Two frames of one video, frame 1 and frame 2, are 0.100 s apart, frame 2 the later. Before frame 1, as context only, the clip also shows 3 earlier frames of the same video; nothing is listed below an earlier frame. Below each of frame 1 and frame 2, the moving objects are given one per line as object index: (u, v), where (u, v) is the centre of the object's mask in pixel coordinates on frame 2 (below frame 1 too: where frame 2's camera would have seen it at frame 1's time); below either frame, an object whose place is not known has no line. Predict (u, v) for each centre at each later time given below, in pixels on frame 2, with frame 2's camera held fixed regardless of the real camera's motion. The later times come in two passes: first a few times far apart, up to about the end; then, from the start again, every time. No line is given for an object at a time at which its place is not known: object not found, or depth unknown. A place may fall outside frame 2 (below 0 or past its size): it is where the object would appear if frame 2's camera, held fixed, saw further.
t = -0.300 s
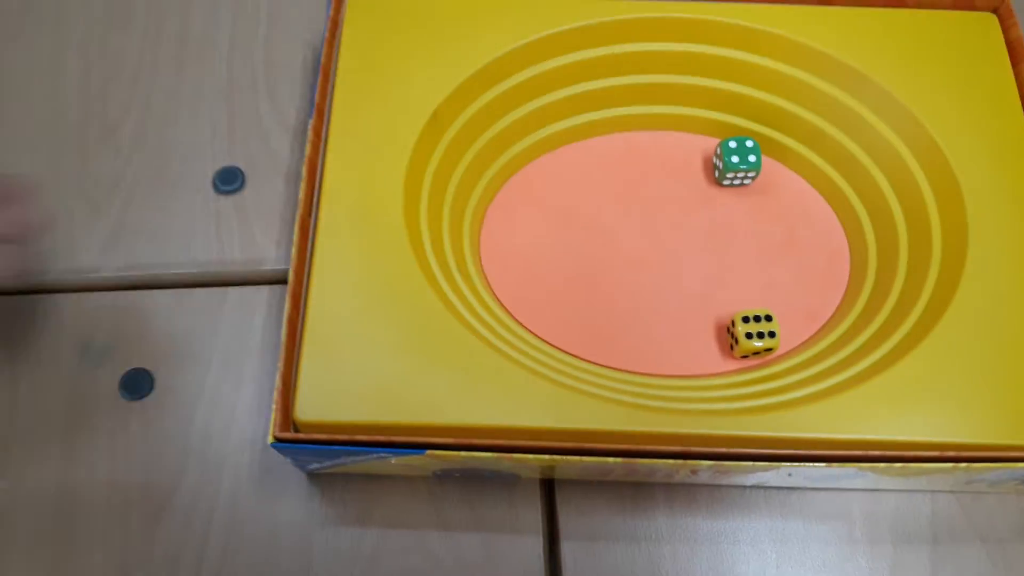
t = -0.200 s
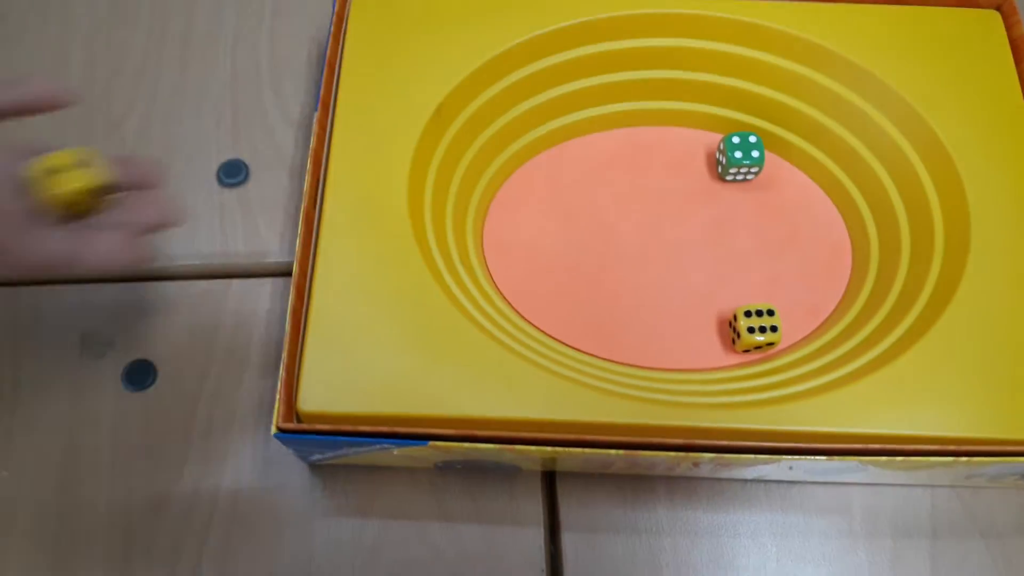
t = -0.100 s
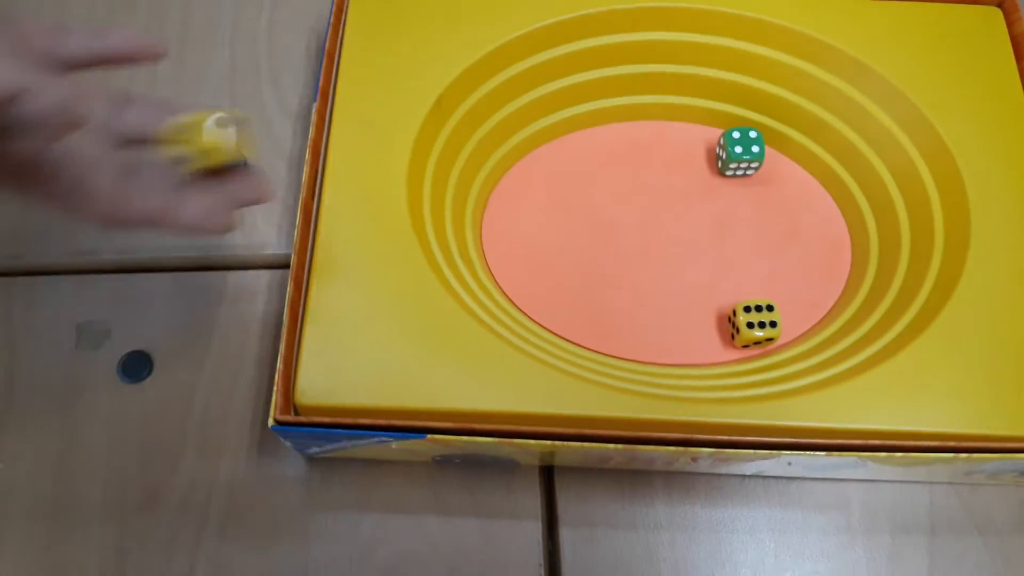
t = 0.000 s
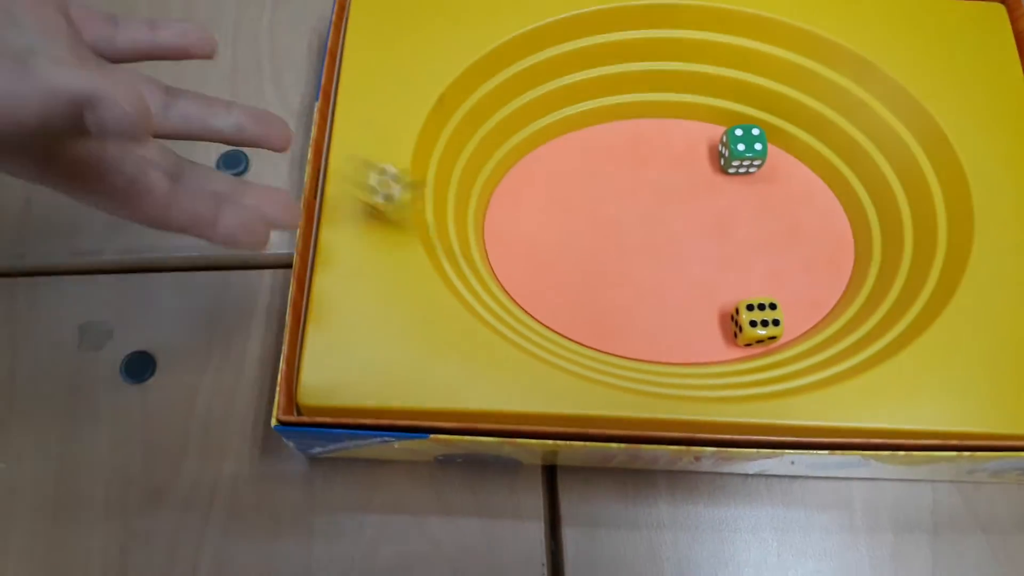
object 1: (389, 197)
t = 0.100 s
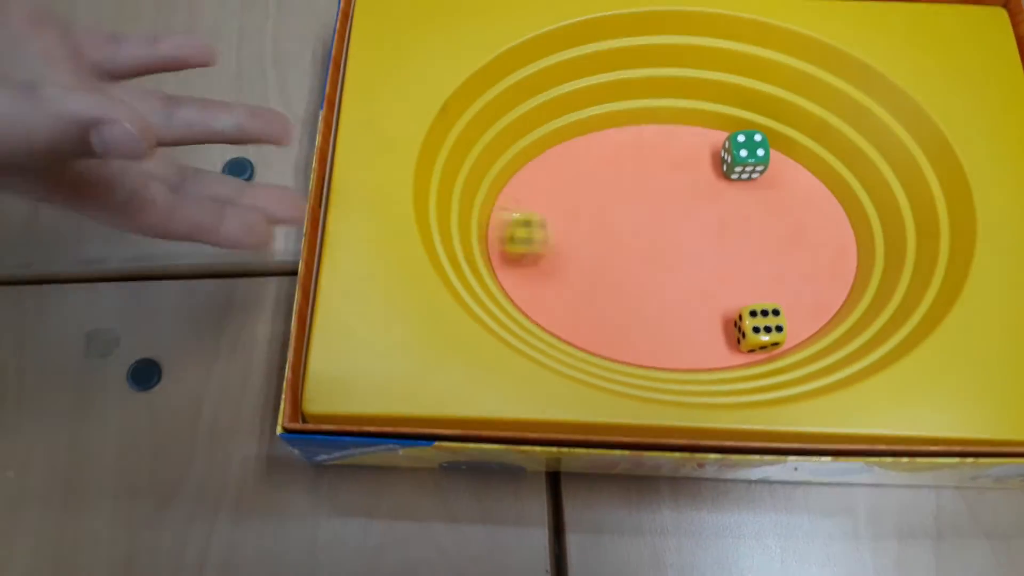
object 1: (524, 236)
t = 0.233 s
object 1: (527, 182)
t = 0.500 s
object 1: (623, 128)
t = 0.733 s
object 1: (671, 122)
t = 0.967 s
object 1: (667, 123)
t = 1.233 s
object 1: (666, 124)
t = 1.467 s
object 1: (667, 123)
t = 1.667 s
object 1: (668, 124)
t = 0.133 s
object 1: (528, 222)
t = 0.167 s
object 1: (526, 204)
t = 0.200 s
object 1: (526, 198)
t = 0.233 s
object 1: (527, 182)
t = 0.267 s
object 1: (535, 167)
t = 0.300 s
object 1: (542, 160)
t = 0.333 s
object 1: (557, 153)
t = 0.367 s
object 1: (568, 147)
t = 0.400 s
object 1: (582, 141)
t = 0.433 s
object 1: (595, 135)
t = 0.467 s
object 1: (608, 130)
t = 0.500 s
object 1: (623, 128)
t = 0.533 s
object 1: (632, 128)
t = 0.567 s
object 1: (649, 128)
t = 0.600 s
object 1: (658, 126)
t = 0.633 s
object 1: (664, 124)
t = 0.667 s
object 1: (668, 124)
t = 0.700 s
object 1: (670, 123)
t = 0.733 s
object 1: (671, 122)
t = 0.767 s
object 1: (671, 122)
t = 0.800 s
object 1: (669, 122)
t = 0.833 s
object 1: (666, 123)
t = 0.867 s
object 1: (664, 124)
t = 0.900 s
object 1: (664, 124)
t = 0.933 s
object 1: (665, 124)
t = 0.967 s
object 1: (667, 123)
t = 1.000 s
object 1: (667, 123)
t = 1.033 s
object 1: (668, 123)
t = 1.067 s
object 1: (668, 124)
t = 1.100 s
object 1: (667, 124)
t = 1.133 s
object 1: (666, 124)
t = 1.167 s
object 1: (666, 124)
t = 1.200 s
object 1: (666, 124)
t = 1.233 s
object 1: (666, 124)
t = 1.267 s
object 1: (666, 124)
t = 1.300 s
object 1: (666, 124)
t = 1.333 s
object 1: (667, 124)
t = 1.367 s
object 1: (666, 124)
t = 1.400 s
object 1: (665, 123)
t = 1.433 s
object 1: (666, 123)
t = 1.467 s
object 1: (667, 123)
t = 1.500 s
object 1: (667, 123)
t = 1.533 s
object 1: (667, 123)
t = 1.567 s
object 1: (666, 123)
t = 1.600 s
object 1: (666, 123)
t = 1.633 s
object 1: (667, 124)
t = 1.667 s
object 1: (668, 124)
